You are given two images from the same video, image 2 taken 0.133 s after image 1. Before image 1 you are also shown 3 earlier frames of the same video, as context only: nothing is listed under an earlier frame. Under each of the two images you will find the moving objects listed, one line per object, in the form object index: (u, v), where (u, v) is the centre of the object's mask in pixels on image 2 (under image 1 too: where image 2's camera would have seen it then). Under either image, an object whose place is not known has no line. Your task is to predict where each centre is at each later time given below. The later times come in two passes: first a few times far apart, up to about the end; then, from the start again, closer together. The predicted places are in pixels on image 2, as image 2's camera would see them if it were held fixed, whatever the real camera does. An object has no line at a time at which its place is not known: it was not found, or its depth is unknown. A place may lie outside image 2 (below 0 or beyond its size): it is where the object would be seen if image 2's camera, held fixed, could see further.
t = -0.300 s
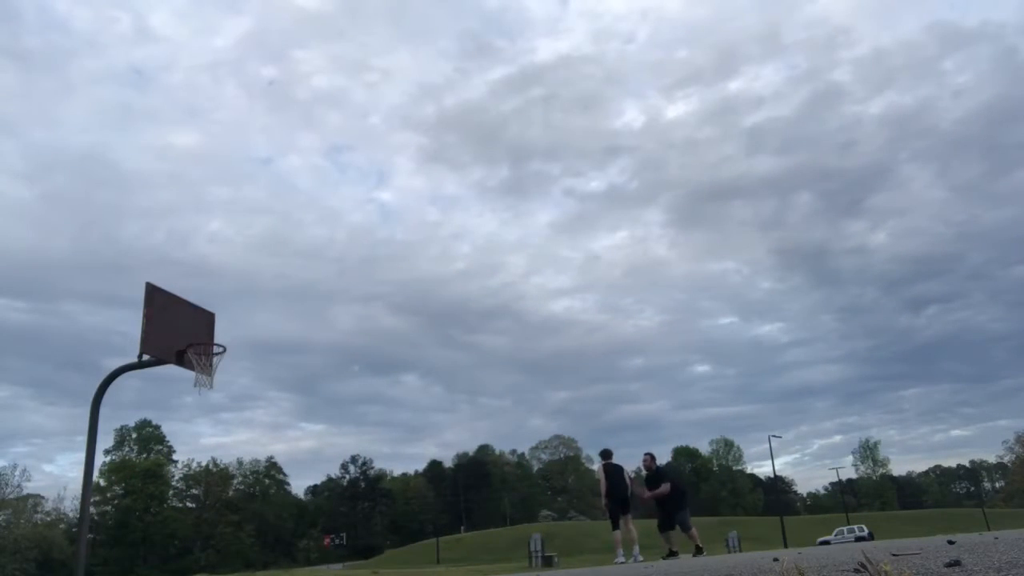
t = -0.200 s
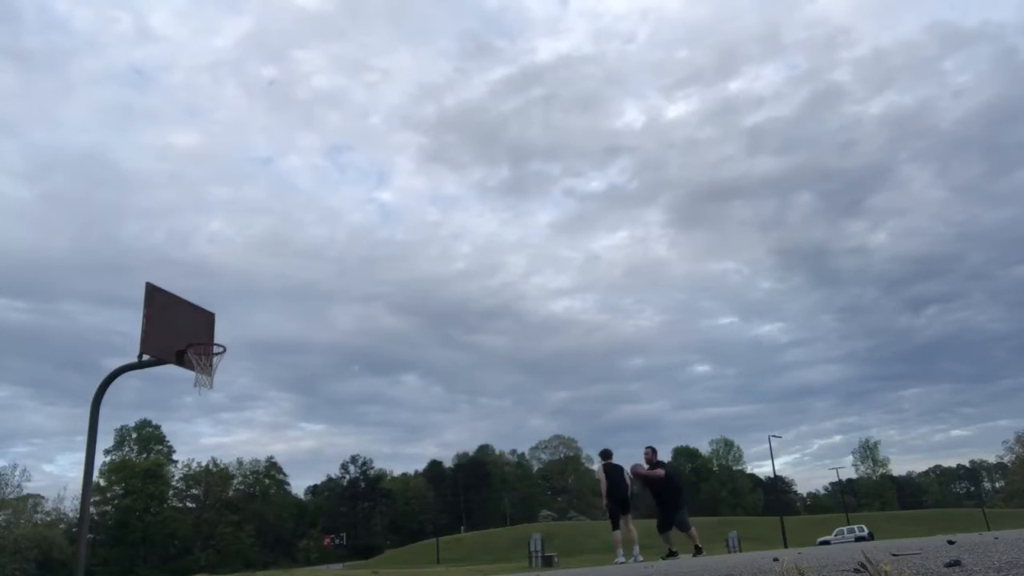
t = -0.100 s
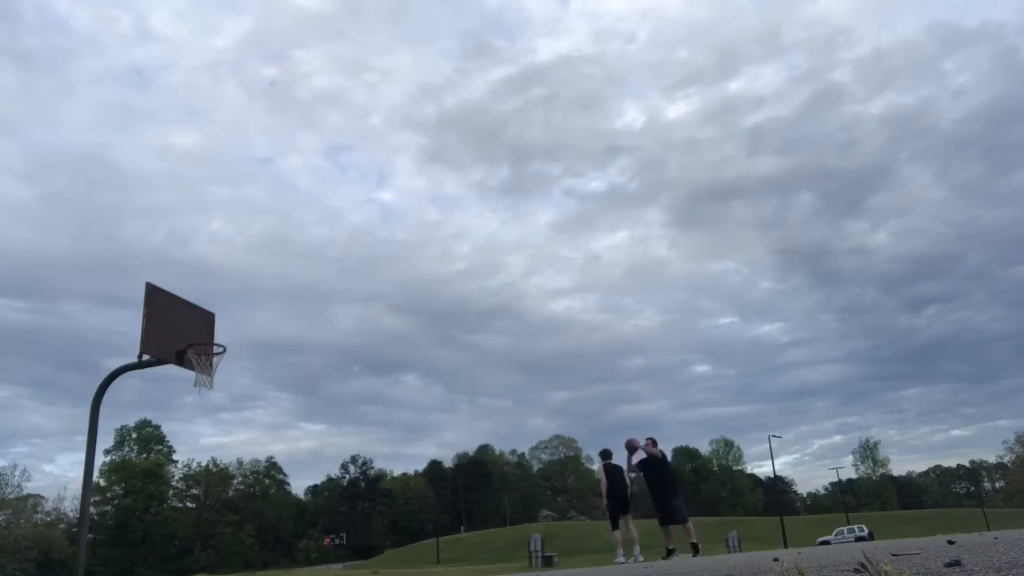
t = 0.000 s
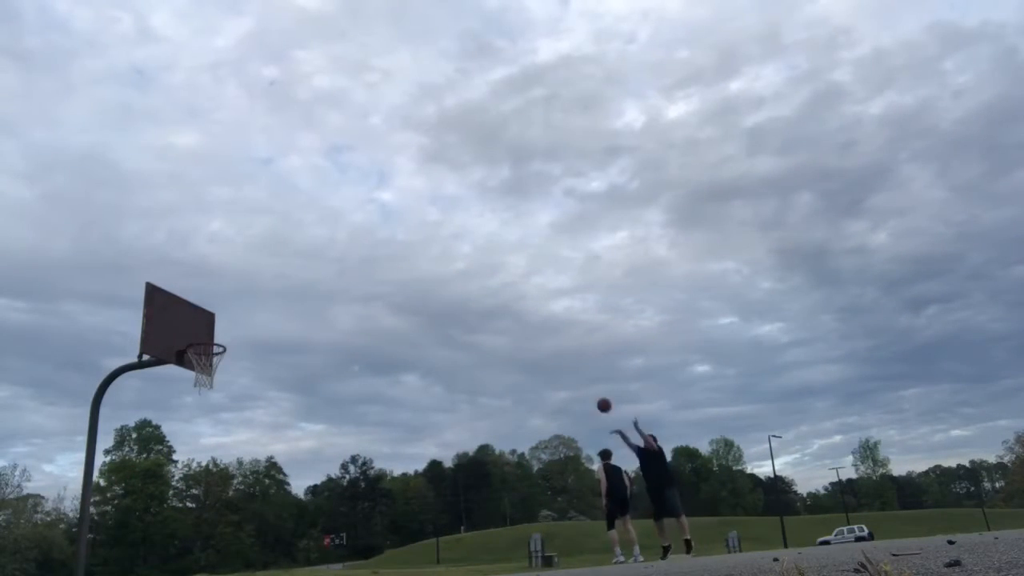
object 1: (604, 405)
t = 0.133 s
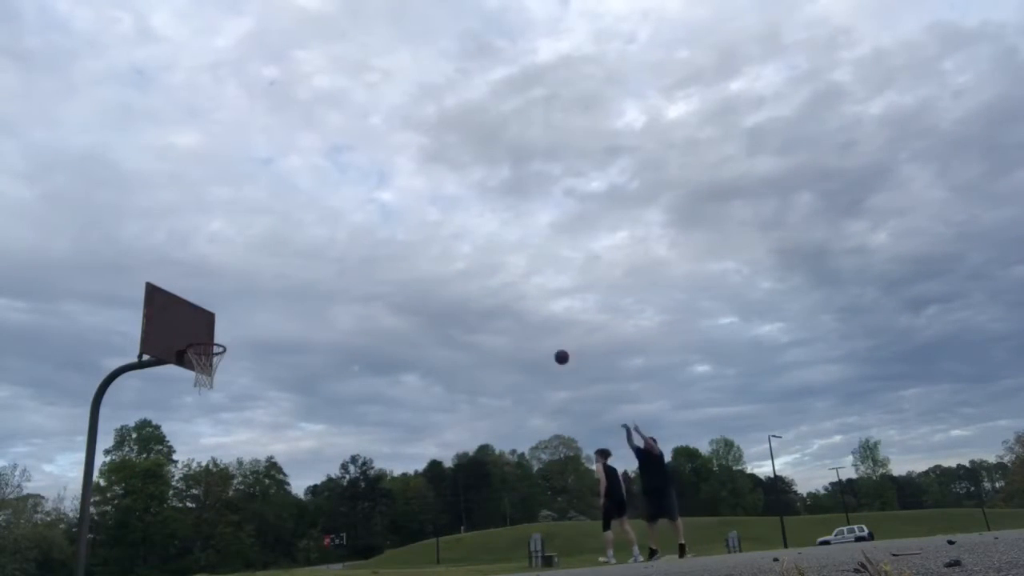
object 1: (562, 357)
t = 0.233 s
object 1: (530, 327)
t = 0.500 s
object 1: (448, 276)
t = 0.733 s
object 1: (375, 265)
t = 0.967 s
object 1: (293, 287)
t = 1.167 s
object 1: (215, 338)
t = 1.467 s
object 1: (201, 385)
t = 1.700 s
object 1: (211, 444)
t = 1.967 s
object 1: (222, 568)
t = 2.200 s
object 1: (229, 506)
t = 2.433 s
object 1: (234, 457)
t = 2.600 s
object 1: (237, 449)
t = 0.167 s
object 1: (551, 346)
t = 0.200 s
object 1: (541, 336)
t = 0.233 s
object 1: (530, 327)
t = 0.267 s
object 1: (520, 319)
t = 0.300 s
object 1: (510, 311)
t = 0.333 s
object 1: (500, 304)
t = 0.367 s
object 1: (490, 297)
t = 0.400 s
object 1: (480, 291)
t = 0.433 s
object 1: (469, 286)
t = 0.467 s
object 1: (459, 281)
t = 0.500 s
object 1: (448, 276)
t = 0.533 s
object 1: (438, 273)
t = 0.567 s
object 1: (428, 270)
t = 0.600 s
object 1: (417, 268)
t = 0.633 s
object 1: (407, 266)
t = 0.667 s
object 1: (396, 265)
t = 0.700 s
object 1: (385, 265)
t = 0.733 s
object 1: (375, 265)
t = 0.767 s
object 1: (364, 266)
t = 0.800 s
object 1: (352, 267)
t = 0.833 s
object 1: (341, 270)
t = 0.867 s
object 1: (329, 273)
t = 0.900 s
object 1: (317, 277)
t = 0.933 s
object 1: (305, 281)
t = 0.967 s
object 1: (293, 287)
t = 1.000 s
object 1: (281, 293)
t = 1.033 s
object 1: (268, 300)
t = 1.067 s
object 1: (255, 308)
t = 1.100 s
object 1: (241, 317)
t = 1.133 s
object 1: (227, 327)
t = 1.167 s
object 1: (215, 338)
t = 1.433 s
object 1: (199, 379)
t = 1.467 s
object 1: (201, 385)
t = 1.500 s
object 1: (203, 390)
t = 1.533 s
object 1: (204, 396)
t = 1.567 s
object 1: (206, 404)
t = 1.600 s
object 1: (207, 413)
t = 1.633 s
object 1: (209, 422)
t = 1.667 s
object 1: (210, 432)
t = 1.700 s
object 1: (211, 444)
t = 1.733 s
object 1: (213, 456)
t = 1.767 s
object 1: (215, 470)
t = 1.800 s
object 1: (216, 483)
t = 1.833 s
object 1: (217, 498)
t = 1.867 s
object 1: (219, 514)
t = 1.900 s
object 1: (220, 530)
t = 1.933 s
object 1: (221, 550)
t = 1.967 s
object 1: (222, 568)
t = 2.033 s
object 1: (224, 570)
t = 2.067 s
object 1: (226, 556)
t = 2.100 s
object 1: (227, 541)
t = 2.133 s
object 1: (227, 528)
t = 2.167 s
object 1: (229, 515)
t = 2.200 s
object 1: (229, 506)
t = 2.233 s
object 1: (229, 496)
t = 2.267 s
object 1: (231, 487)
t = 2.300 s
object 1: (233, 480)
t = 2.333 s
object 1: (233, 472)
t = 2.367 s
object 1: (233, 466)
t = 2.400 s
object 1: (233, 461)
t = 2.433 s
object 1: (234, 457)
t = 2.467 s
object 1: (235, 453)
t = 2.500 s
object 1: (235, 451)
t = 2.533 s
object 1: (236, 449)
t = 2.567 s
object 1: (236, 449)
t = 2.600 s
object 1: (237, 449)
